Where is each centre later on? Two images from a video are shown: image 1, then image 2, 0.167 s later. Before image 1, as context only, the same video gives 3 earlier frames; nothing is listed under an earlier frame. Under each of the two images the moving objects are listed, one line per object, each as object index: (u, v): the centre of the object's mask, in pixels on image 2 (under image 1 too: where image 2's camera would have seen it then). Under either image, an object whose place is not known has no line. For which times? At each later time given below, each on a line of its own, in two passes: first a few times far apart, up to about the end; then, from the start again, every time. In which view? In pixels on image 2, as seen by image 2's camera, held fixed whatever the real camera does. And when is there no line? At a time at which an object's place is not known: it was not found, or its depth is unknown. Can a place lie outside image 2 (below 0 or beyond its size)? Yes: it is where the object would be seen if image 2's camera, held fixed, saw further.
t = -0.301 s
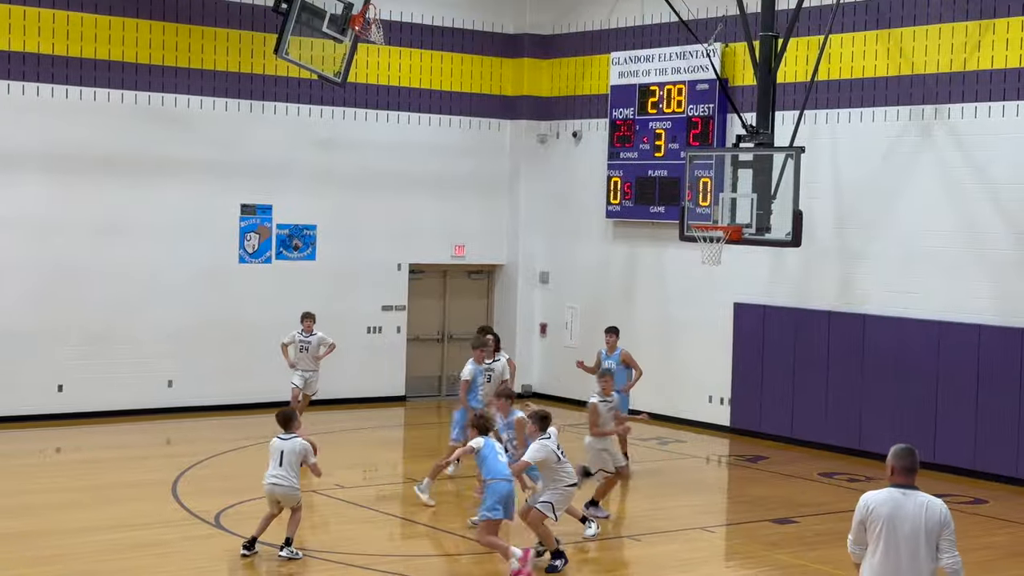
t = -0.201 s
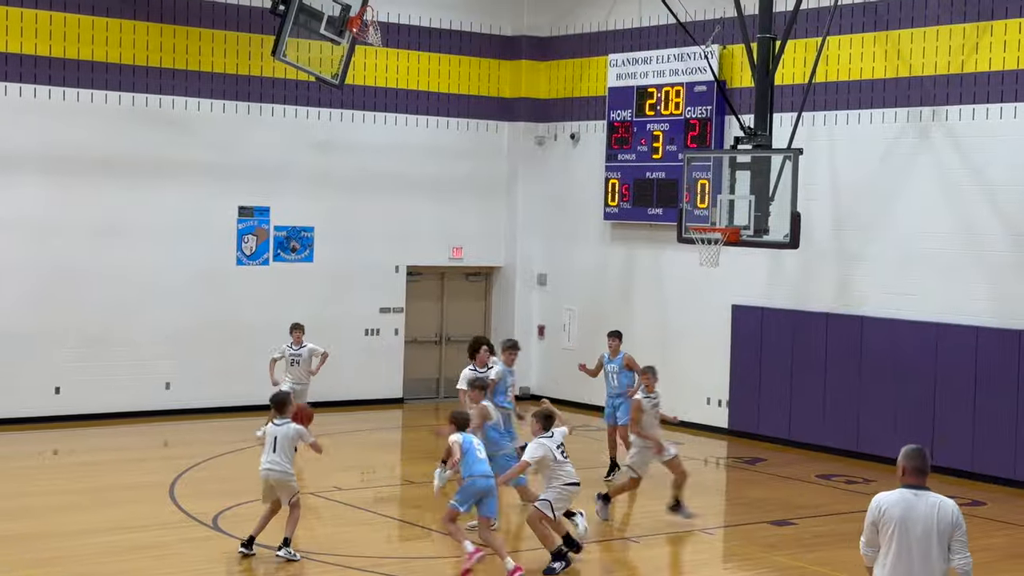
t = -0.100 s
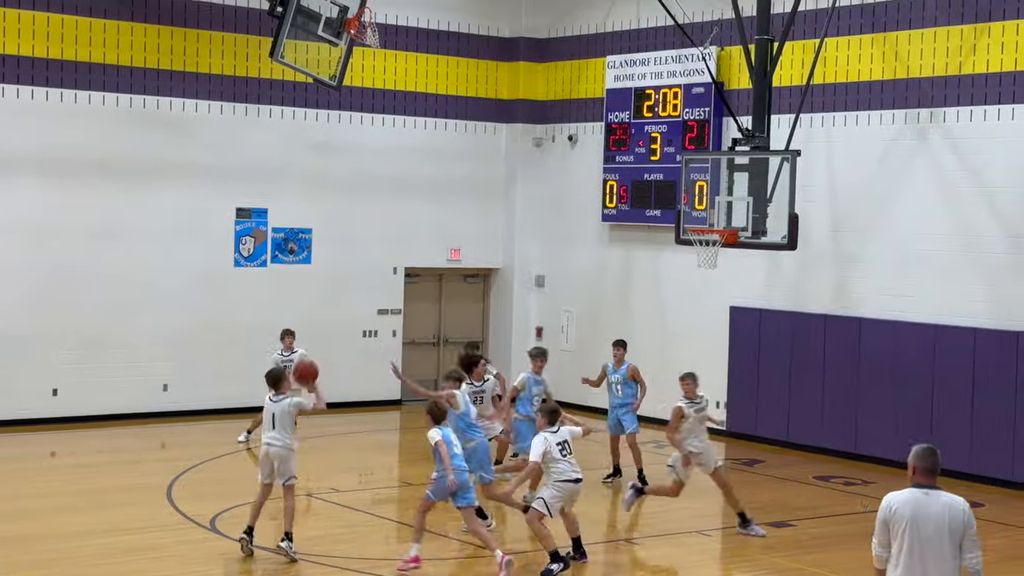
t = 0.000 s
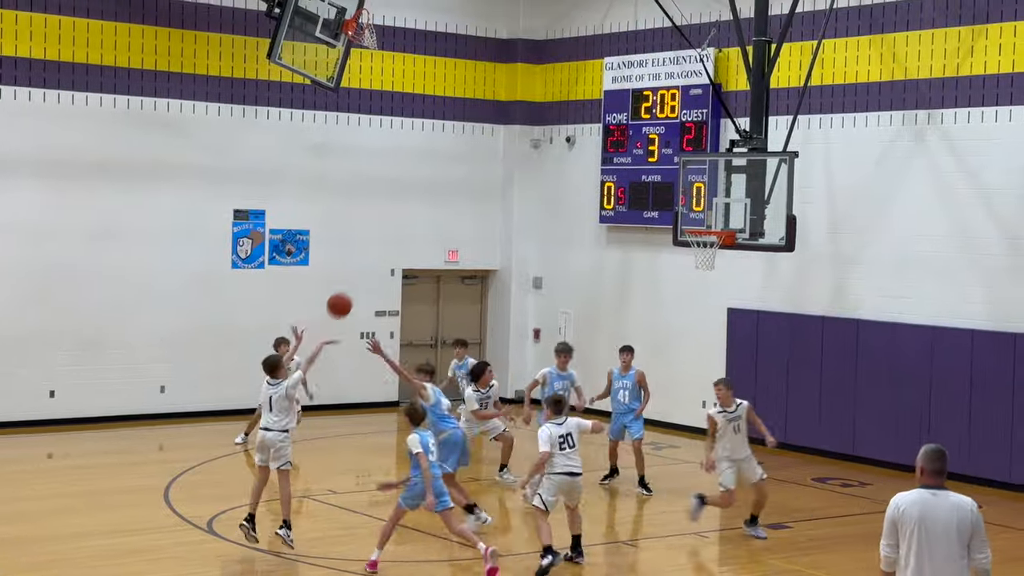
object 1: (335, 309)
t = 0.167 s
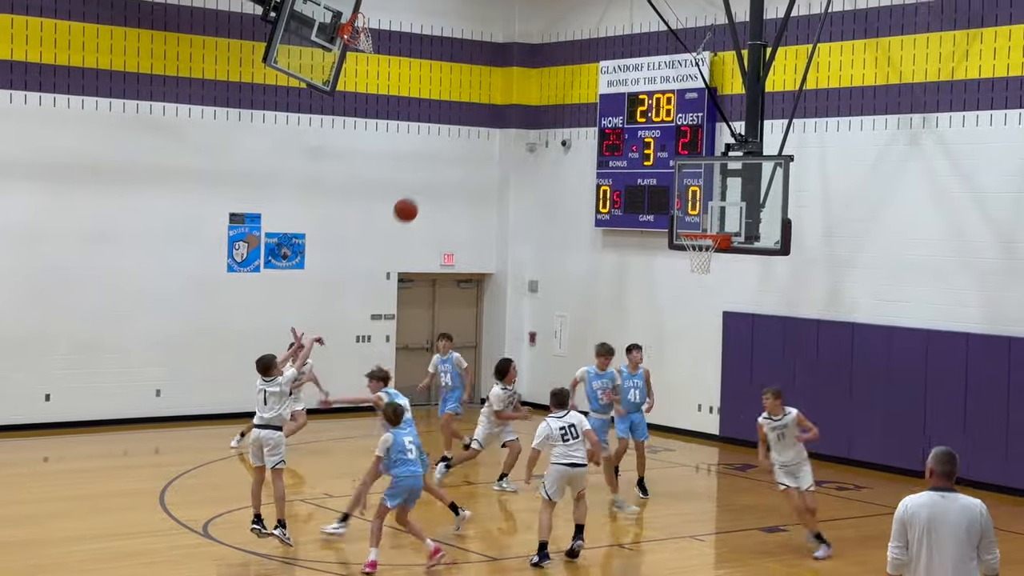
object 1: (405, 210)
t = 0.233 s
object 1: (432, 181)
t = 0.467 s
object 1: (516, 119)
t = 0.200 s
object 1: (419, 195)
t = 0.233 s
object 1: (432, 181)
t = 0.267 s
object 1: (445, 169)
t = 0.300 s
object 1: (457, 157)
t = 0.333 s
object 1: (469, 147)
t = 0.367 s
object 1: (481, 138)
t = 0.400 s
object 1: (493, 131)
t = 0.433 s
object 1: (505, 124)
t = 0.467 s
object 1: (516, 119)
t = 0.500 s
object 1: (528, 115)
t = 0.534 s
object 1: (538, 113)
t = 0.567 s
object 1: (548, 109)
